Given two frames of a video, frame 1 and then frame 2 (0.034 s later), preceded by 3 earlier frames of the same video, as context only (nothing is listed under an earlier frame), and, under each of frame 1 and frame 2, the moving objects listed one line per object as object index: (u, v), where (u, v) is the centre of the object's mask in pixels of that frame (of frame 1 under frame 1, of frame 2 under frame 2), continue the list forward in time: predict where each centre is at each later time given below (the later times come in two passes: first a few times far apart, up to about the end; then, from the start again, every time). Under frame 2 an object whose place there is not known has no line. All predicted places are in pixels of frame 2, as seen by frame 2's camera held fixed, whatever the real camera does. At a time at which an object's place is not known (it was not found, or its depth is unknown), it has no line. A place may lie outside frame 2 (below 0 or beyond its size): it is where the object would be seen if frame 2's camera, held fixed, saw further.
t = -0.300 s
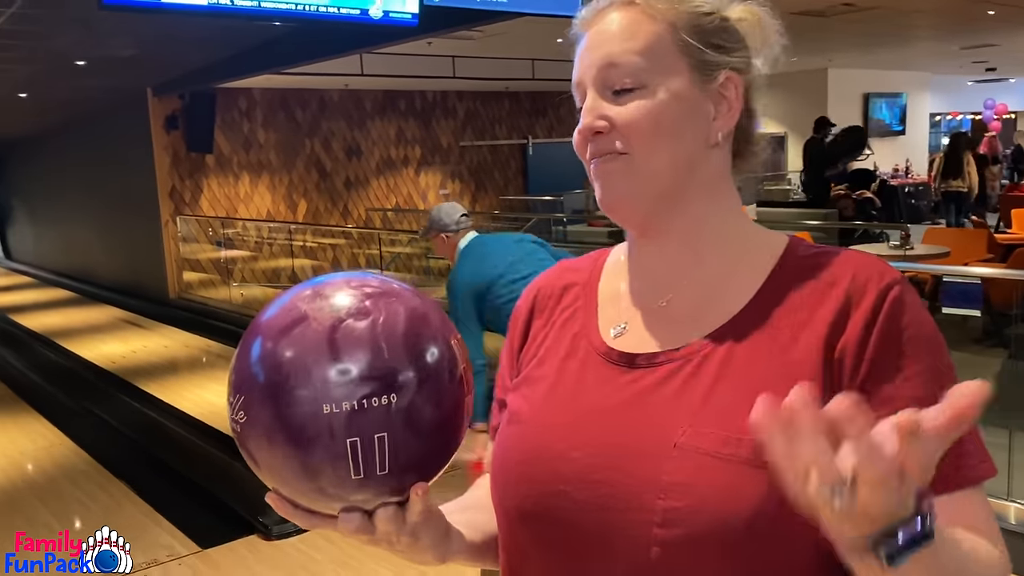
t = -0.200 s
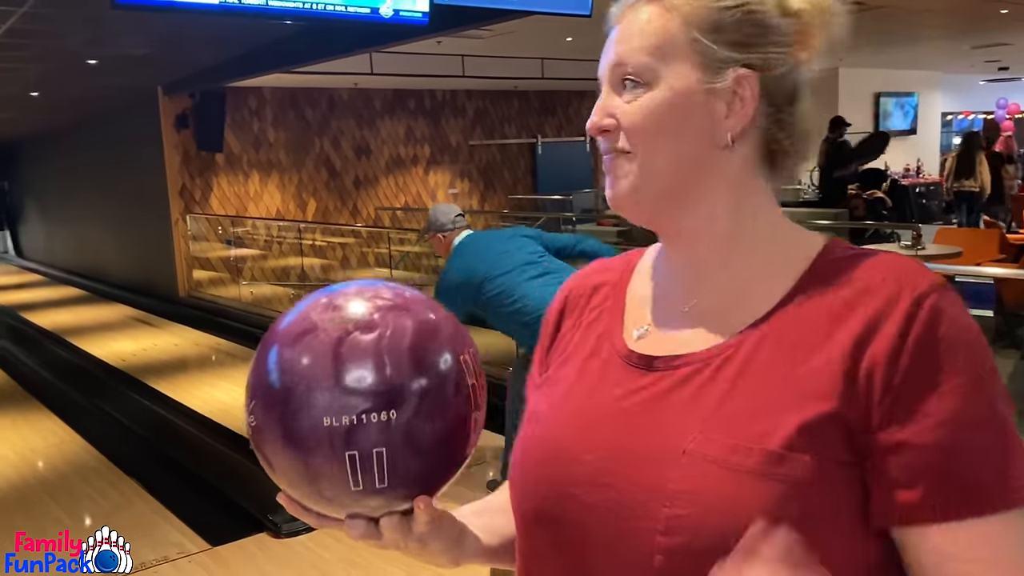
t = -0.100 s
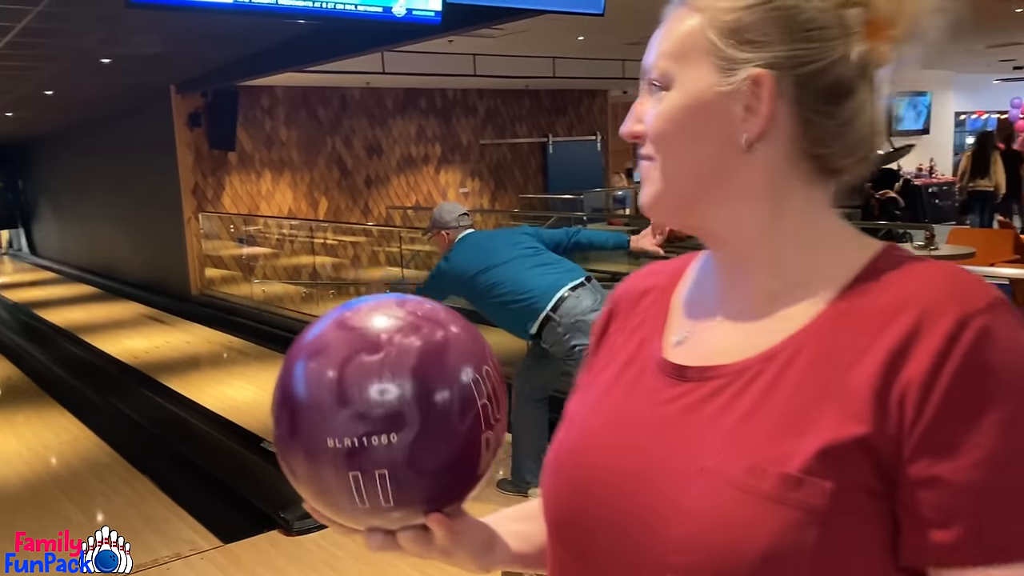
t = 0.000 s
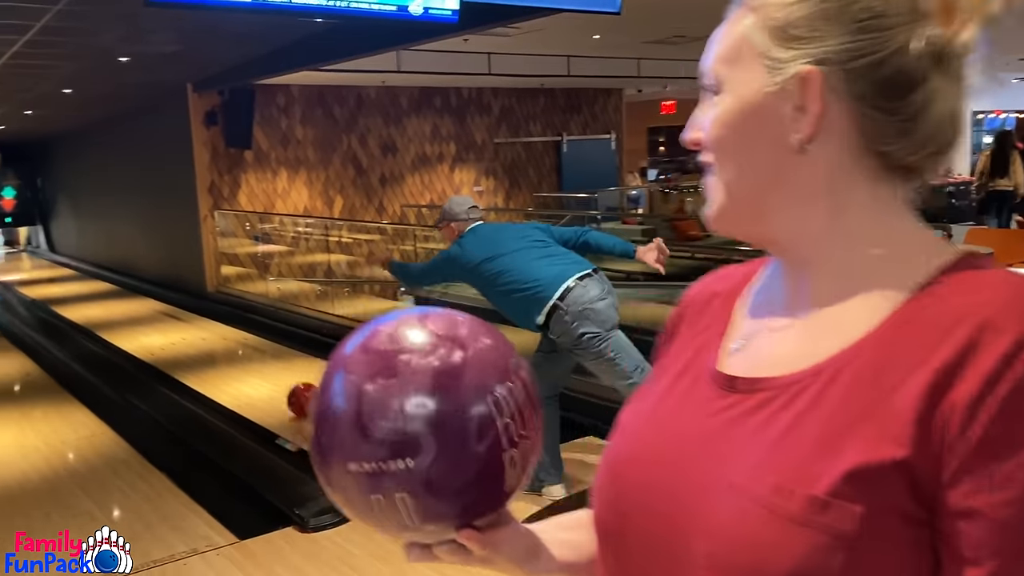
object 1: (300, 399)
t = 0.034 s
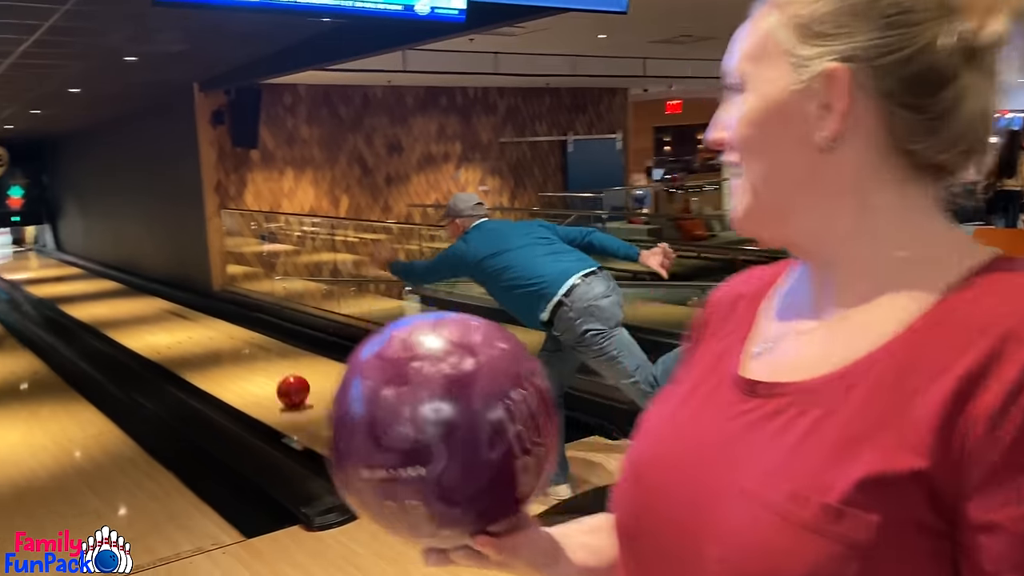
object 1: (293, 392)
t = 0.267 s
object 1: (206, 351)
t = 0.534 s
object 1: (140, 319)
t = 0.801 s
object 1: (95, 298)
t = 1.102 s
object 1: (58, 280)
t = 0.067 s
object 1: (278, 385)
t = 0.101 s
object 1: (264, 378)
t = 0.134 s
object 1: (251, 371)
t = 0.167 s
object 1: (238, 366)
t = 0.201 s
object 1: (227, 361)
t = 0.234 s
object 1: (216, 356)
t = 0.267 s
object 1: (206, 351)
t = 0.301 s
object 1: (196, 347)
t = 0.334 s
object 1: (187, 342)
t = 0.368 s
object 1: (178, 338)
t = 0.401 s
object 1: (170, 333)
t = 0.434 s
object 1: (162, 329)
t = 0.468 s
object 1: (154, 326)
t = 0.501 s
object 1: (147, 323)
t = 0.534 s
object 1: (140, 319)
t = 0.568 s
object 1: (134, 317)
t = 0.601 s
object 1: (127, 313)
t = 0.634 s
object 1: (121, 311)
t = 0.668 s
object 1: (116, 308)
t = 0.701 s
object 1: (110, 305)
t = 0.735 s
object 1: (105, 302)
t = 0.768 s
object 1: (99, 301)
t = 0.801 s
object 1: (95, 298)
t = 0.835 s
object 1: (90, 296)
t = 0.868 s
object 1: (86, 294)
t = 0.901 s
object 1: (81, 292)
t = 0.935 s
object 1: (77, 290)
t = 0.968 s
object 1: (72, 288)
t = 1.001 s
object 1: (68, 286)
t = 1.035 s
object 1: (64, 283)
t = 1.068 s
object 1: (62, 282)
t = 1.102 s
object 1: (58, 280)
